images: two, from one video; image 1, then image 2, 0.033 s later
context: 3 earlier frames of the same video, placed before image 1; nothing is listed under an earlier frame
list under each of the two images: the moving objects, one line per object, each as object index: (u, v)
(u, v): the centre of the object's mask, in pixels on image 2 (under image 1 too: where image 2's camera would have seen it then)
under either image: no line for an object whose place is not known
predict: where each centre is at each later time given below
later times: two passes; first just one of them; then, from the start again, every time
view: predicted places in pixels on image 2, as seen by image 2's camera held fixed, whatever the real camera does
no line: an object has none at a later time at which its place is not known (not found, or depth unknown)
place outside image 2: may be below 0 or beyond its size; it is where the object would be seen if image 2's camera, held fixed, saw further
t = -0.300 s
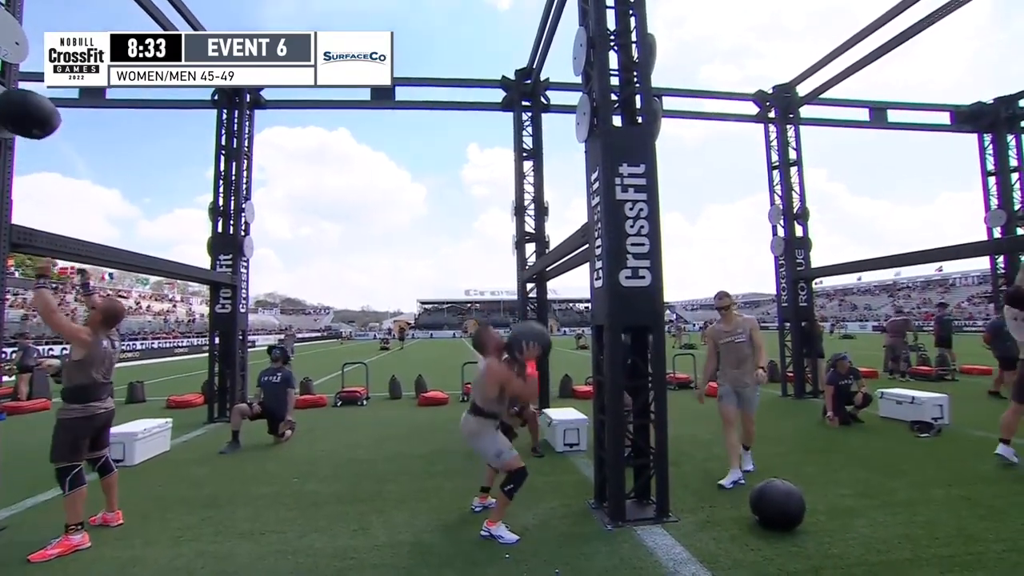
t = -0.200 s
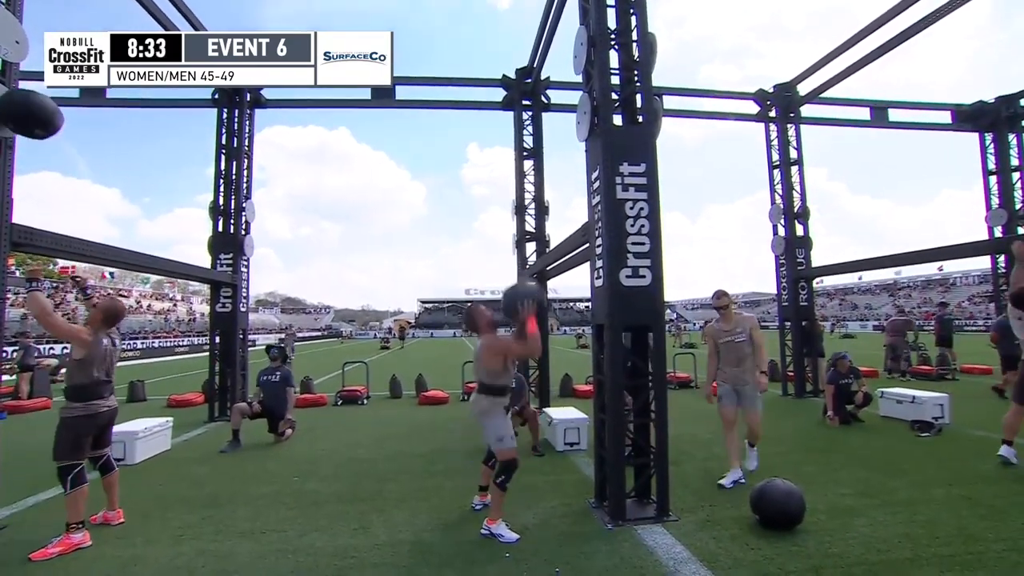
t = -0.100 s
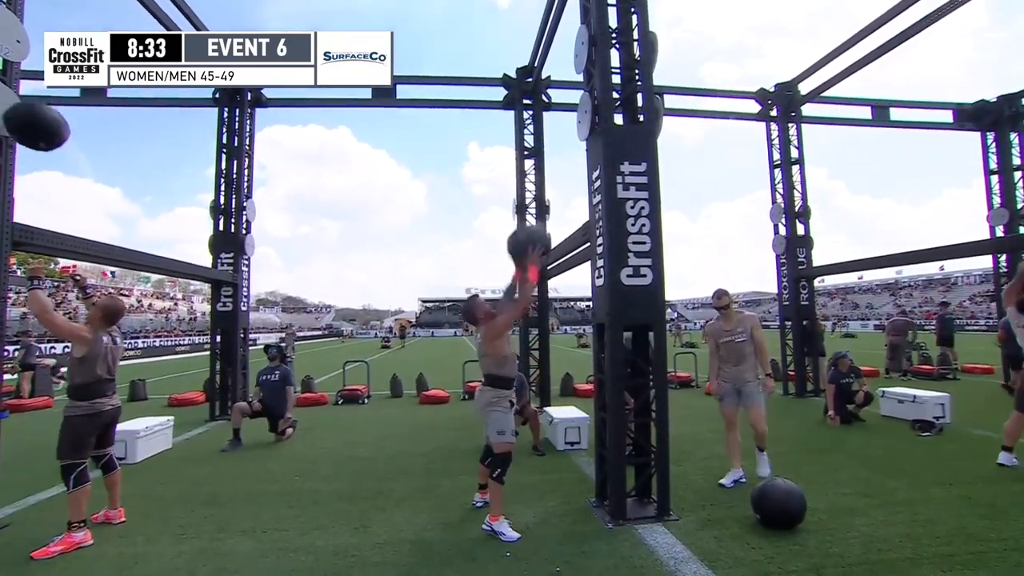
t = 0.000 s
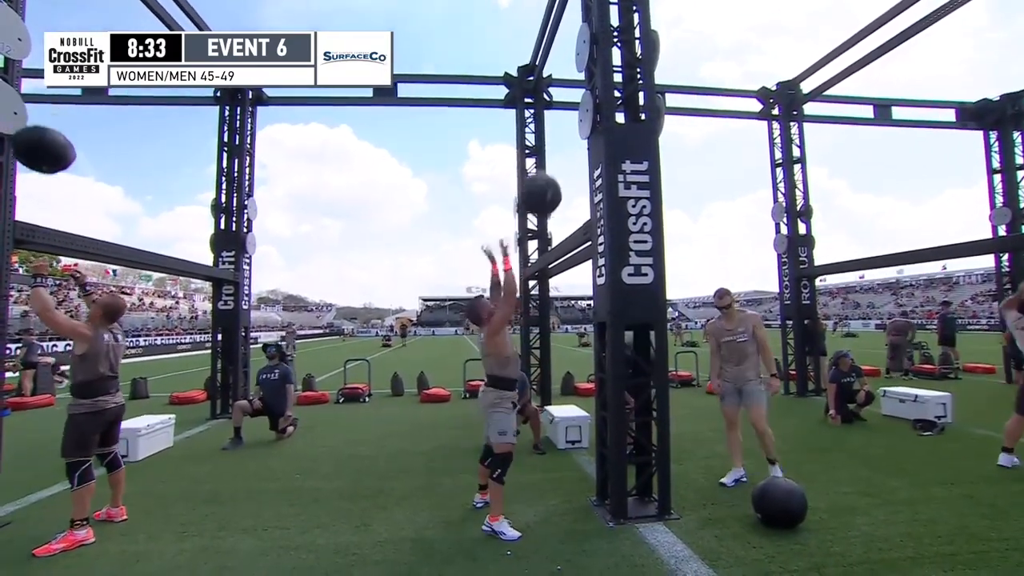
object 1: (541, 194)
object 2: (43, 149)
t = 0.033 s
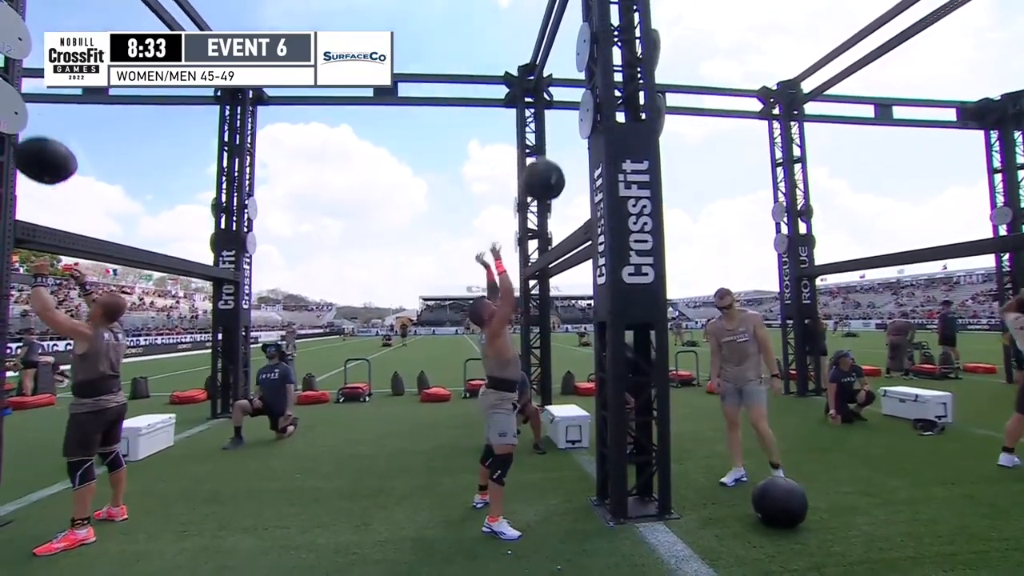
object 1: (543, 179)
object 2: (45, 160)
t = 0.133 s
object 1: (552, 148)
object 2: (48, 203)
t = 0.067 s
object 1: (546, 167)
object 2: (46, 173)
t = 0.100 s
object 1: (549, 157)
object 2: (47, 187)
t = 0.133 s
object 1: (552, 148)
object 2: (48, 203)
